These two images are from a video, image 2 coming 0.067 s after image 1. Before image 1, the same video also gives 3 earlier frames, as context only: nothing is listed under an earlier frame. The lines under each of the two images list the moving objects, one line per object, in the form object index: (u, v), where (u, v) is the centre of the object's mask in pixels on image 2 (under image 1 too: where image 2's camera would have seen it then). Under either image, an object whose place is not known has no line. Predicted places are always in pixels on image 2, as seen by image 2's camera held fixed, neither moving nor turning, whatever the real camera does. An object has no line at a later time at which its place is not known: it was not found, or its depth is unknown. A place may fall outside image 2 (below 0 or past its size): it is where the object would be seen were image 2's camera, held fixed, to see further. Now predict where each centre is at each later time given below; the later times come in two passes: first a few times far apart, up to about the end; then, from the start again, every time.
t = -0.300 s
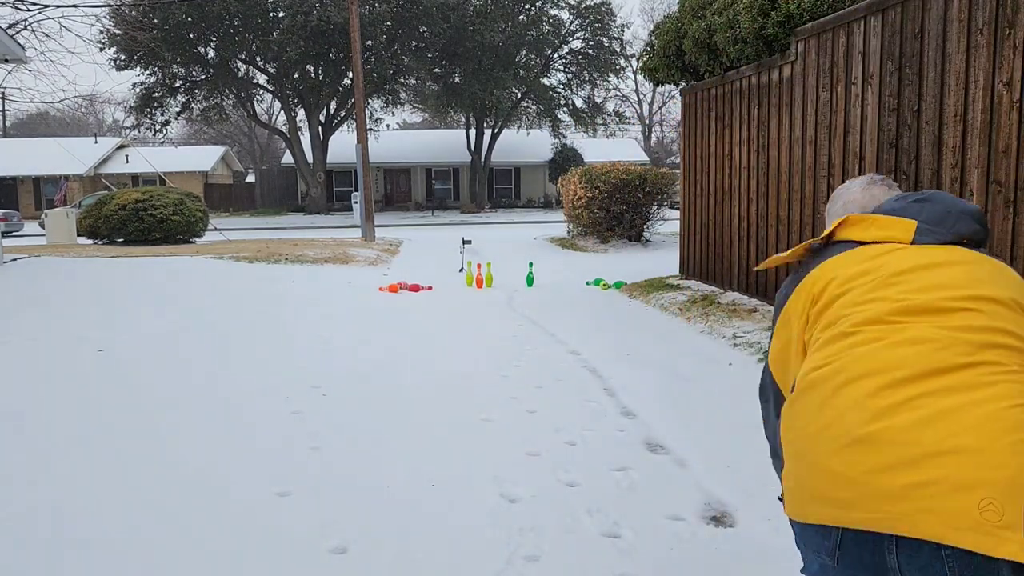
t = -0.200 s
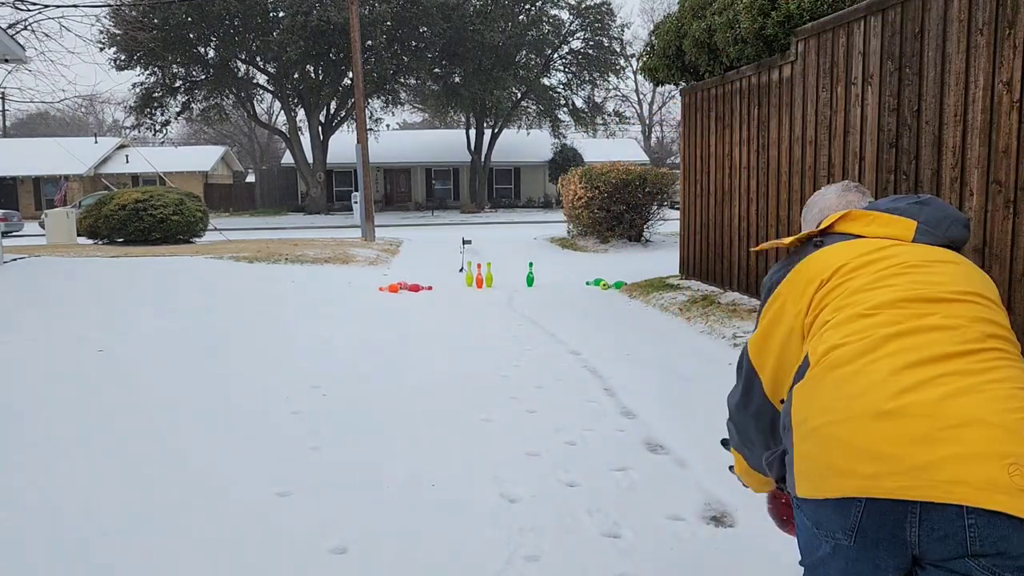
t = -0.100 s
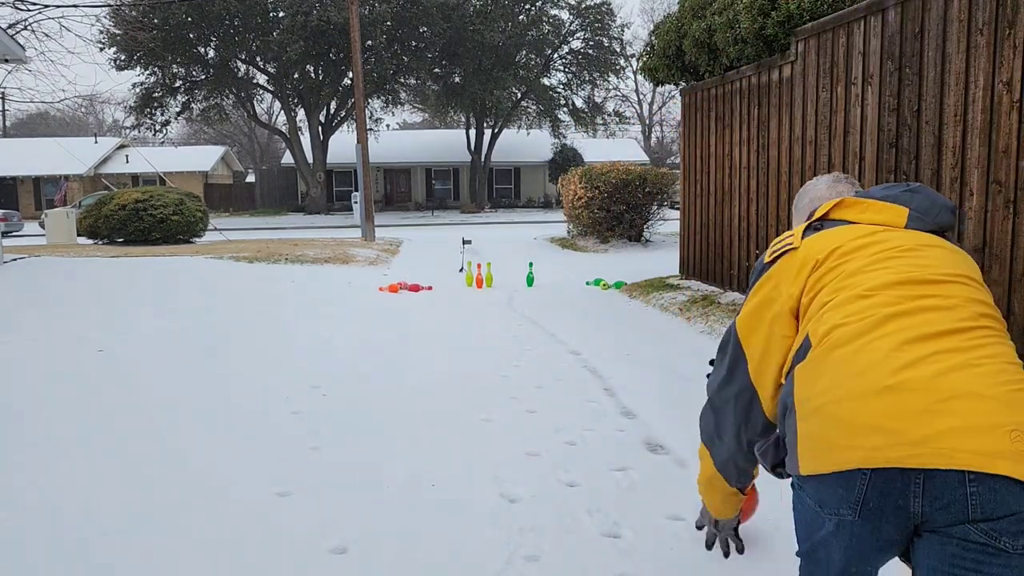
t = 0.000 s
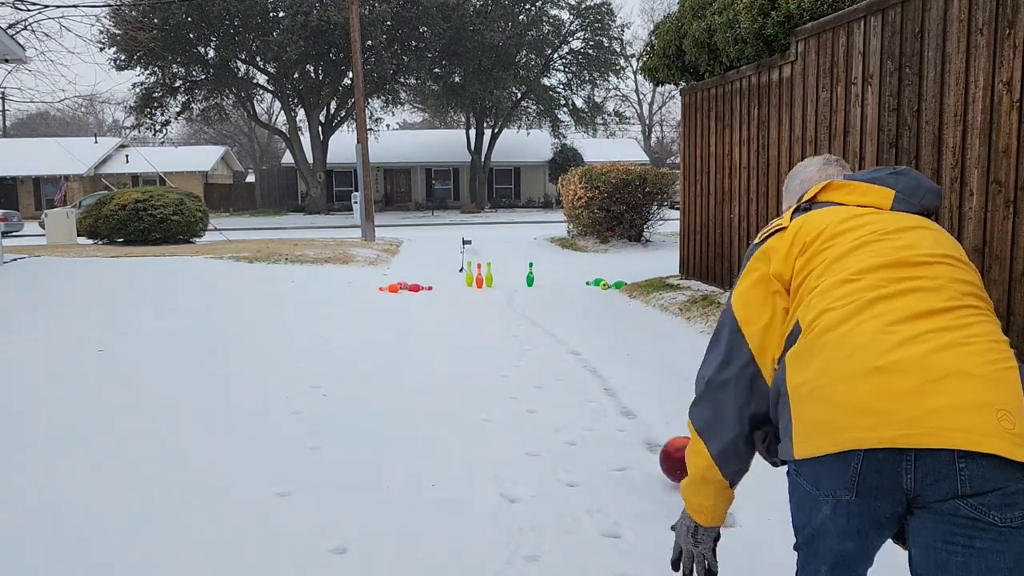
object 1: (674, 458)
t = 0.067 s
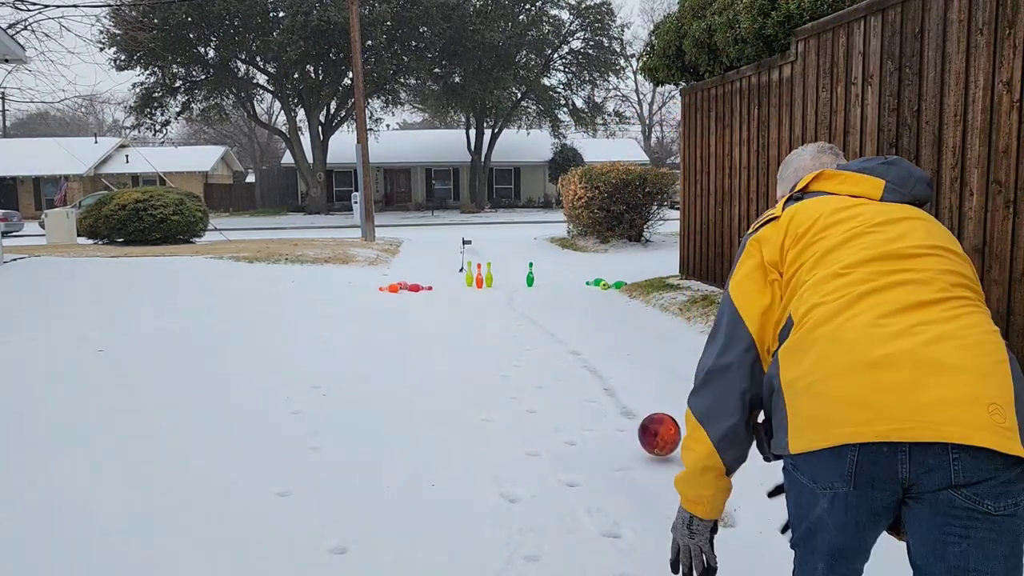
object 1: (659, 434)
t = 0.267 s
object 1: (612, 388)
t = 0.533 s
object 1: (581, 348)
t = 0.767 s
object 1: (564, 327)
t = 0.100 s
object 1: (649, 426)
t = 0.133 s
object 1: (640, 420)
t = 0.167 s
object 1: (632, 410)
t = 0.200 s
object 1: (625, 401)
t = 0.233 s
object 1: (618, 394)
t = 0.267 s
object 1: (612, 388)
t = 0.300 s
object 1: (607, 381)
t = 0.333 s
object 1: (602, 375)
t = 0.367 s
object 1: (597, 370)
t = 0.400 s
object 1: (593, 365)
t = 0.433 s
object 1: (590, 360)
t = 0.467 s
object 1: (587, 356)
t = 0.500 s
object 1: (583, 352)
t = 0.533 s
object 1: (581, 348)
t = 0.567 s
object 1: (578, 345)
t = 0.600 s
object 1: (576, 342)
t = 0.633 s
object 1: (573, 338)
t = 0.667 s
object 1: (571, 334)
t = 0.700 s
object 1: (569, 331)
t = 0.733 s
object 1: (566, 329)
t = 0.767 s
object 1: (564, 327)
